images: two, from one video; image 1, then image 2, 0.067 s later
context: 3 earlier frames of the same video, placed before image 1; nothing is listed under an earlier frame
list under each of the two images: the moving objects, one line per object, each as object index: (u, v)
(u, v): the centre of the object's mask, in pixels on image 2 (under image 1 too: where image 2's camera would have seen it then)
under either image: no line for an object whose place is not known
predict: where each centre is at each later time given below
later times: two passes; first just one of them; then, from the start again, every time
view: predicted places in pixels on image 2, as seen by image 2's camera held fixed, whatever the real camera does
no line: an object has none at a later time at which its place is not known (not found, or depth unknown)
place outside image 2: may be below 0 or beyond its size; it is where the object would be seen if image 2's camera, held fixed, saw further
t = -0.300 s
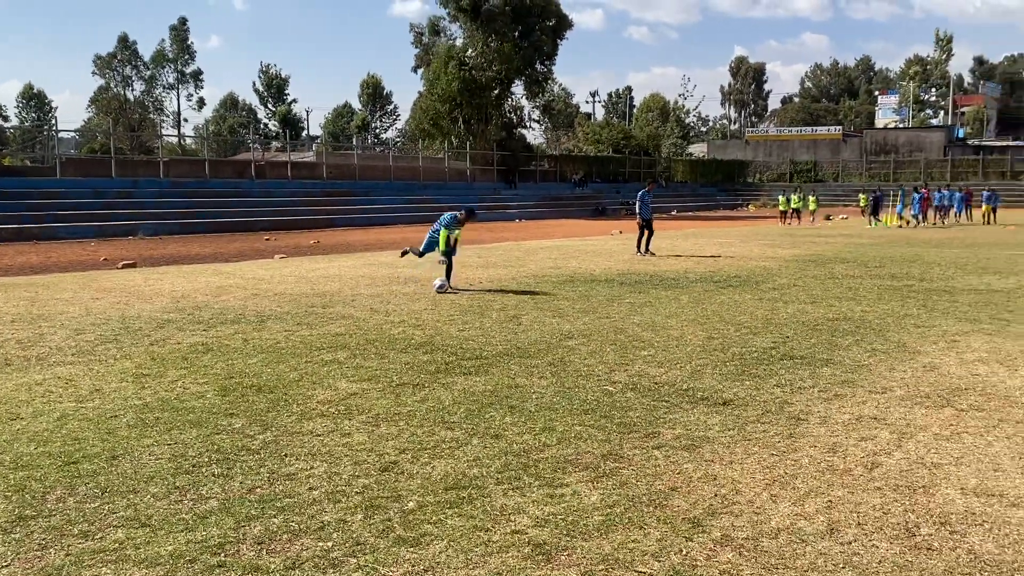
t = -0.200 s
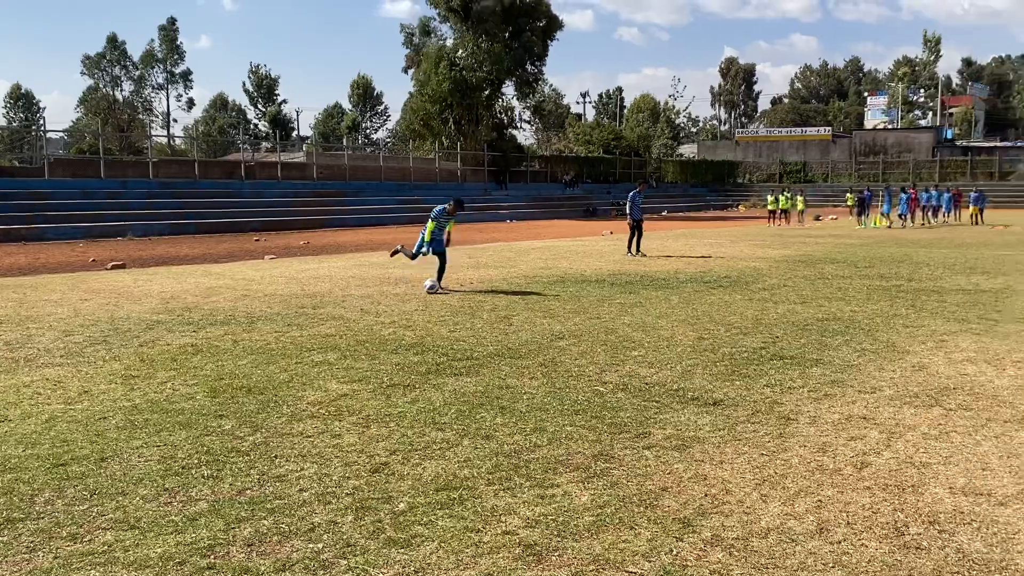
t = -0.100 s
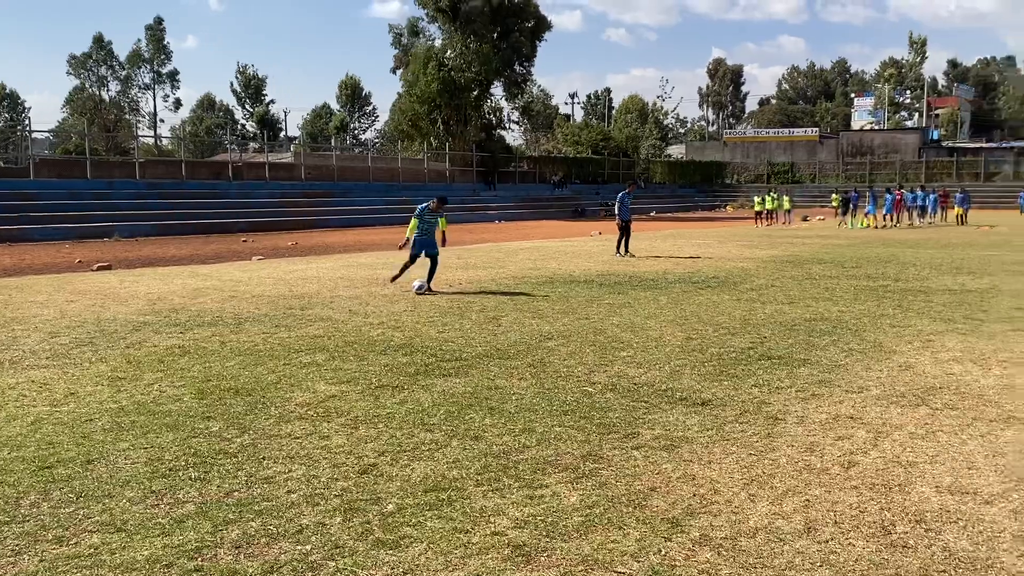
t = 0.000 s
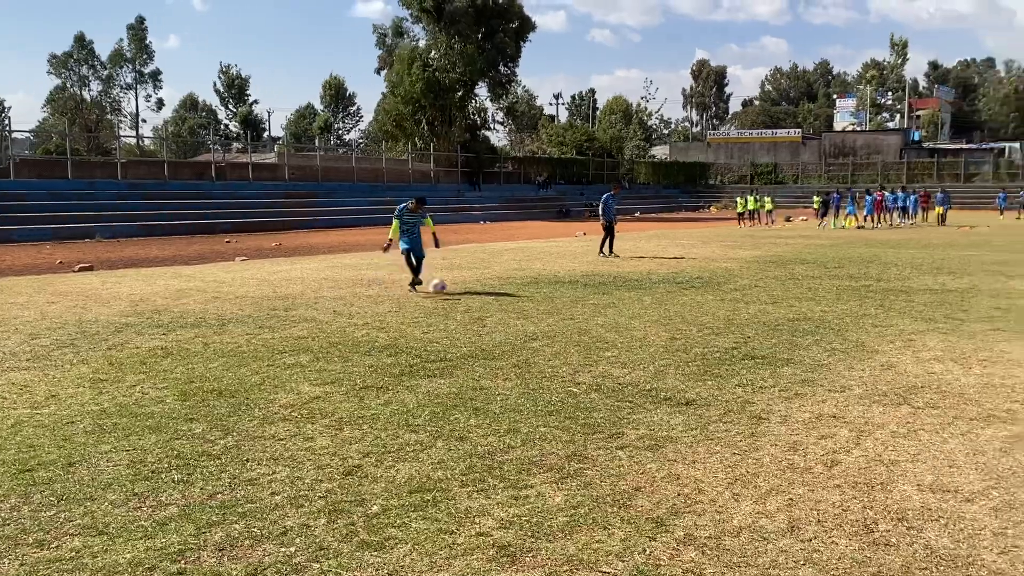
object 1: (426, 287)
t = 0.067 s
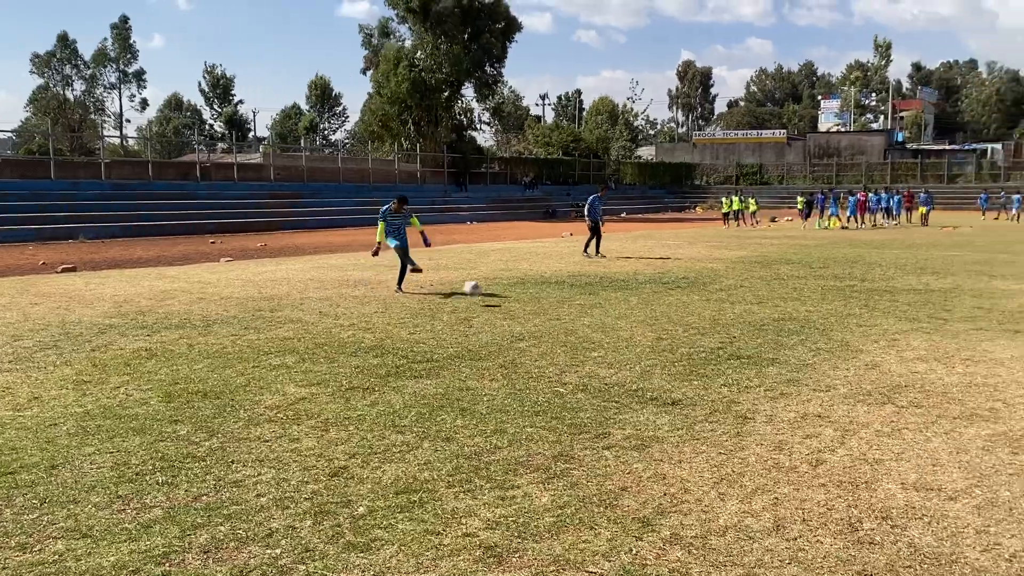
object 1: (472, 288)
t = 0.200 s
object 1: (578, 302)
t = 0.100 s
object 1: (497, 289)
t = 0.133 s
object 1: (520, 292)
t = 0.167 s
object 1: (550, 297)
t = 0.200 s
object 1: (578, 302)
